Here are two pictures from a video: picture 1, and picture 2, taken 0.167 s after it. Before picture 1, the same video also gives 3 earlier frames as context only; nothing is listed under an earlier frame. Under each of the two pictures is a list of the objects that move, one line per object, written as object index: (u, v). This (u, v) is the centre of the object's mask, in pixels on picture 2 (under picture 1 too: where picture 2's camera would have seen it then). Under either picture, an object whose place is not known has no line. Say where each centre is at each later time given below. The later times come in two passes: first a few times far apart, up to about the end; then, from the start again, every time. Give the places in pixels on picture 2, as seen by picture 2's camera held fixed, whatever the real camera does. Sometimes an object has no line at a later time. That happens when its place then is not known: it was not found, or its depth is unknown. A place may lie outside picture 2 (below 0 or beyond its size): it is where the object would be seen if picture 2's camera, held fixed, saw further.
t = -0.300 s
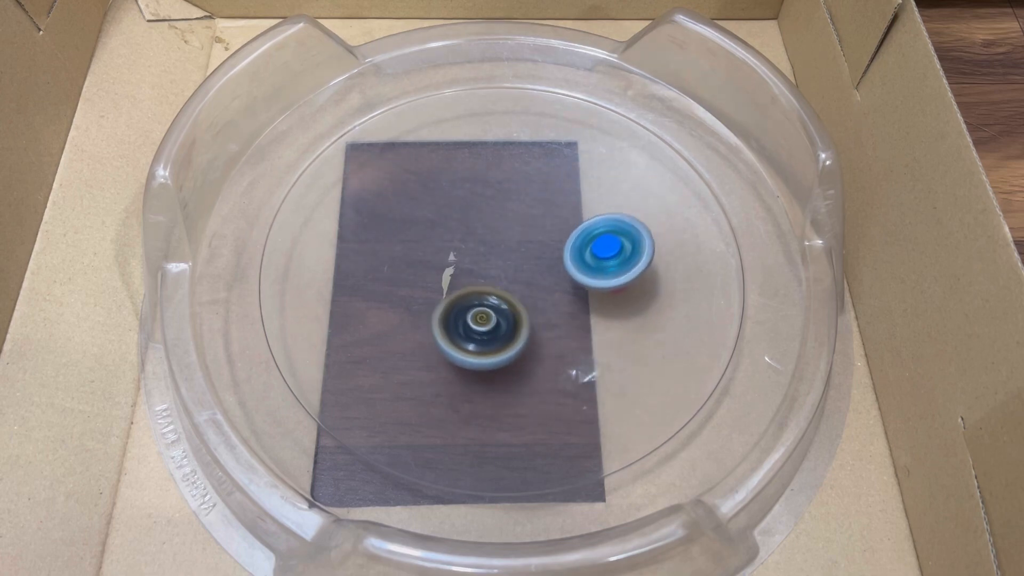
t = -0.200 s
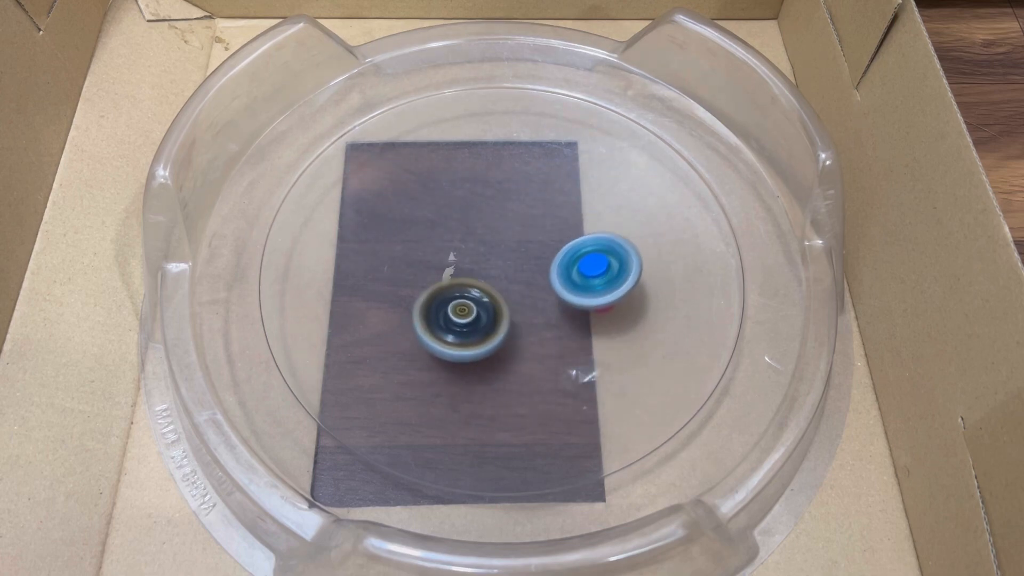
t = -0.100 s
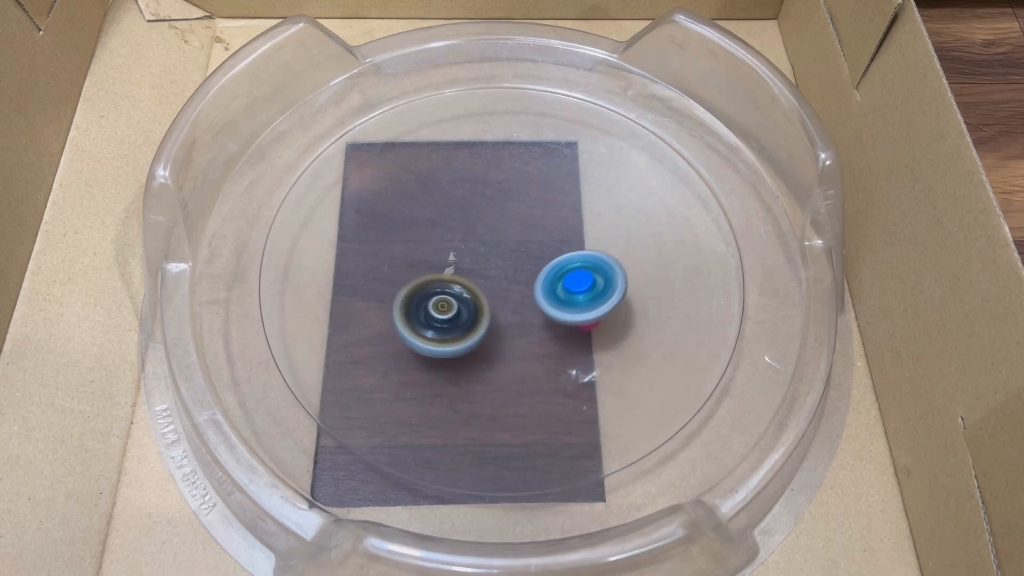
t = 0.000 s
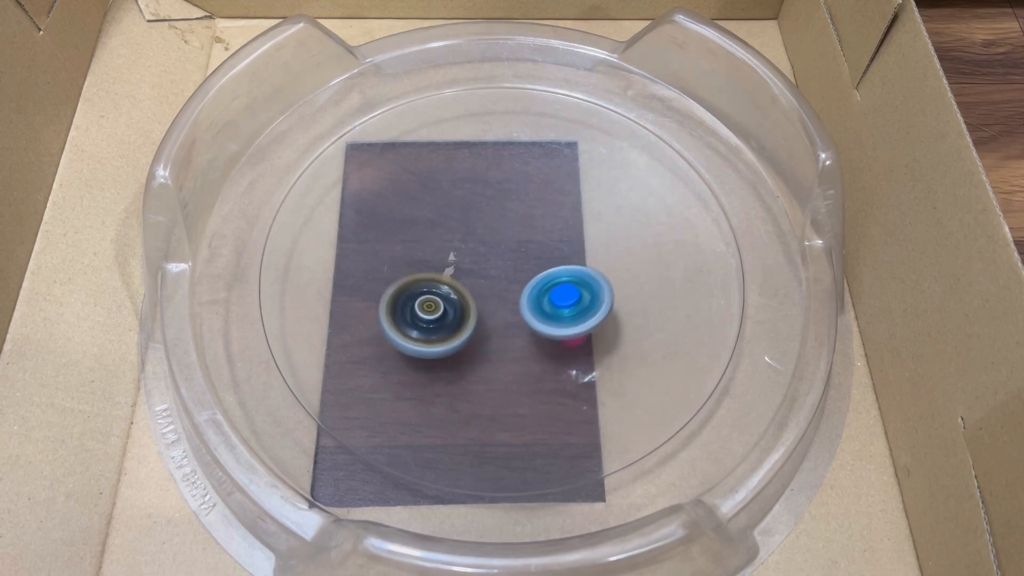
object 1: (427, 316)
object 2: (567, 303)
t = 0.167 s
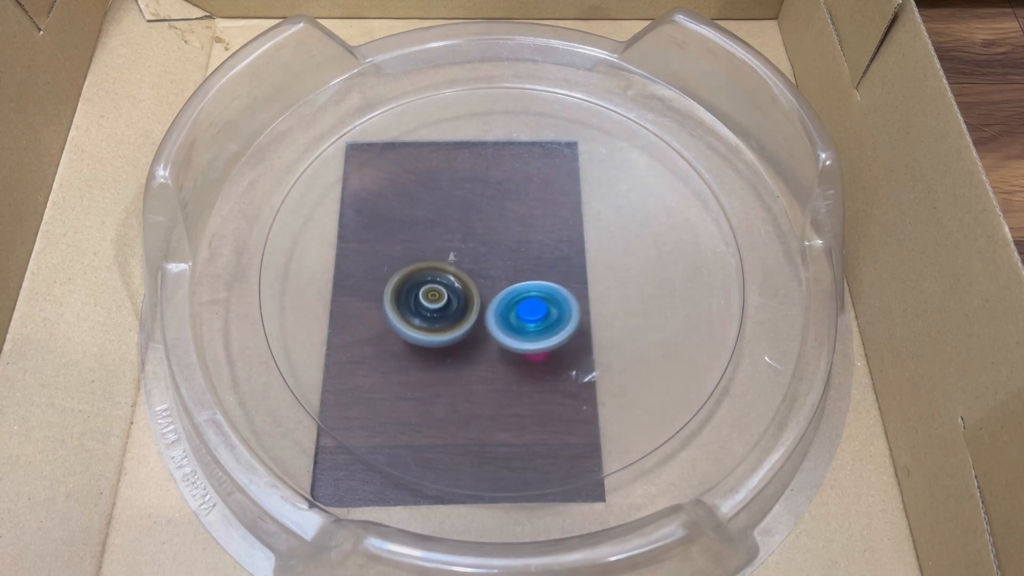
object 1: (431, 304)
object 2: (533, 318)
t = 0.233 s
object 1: (428, 294)
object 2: (517, 322)
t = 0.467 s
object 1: (417, 264)
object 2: (484, 333)
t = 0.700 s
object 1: (435, 242)
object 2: (457, 323)
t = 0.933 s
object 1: (435, 216)
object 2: (443, 293)
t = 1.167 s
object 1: (462, 193)
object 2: (465, 318)
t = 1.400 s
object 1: (482, 186)
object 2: (508, 276)
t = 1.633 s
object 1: (510, 174)
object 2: (528, 235)
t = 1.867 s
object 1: (546, 182)
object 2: (526, 275)
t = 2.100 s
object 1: (587, 205)
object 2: (543, 275)
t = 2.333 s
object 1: (611, 215)
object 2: (543, 276)
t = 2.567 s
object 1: (611, 248)
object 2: (527, 277)
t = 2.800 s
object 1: (592, 300)
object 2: (473, 265)
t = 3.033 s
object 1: (582, 348)
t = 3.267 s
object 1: (566, 355)
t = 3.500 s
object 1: (528, 349)
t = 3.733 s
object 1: (487, 348)
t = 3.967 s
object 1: (450, 338)
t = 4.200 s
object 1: (425, 314)
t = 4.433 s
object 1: (413, 284)
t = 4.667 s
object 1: (413, 251)
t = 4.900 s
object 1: (427, 223)
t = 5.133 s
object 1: (447, 200)
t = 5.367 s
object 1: (474, 184)
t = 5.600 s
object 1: (504, 178)
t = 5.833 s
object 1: (537, 181)
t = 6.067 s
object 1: (570, 197)
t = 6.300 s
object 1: (601, 218)
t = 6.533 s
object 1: (617, 237)
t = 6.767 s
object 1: (611, 268)
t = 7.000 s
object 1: (598, 305)
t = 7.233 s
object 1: (578, 331)
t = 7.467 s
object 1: (546, 342)
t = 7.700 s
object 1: (499, 345)
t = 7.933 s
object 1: (464, 341)
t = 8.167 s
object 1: (444, 320)
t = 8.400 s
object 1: (426, 288)
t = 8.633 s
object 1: (423, 250)
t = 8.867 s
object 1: (429, 220)
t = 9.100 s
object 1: (449, 201)
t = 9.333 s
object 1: (482, 187)
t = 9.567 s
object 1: (516, 182)
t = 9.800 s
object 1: (551, 184)
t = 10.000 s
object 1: (578, 201)
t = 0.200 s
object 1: (430, 299)
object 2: (524, 320)
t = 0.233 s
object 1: (428, 294)
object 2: (517, 322)
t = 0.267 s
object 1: (426, 289)
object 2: (509, 324)
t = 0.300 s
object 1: (424, 284)
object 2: (503, 326)
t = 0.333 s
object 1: (424, 279)
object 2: (501, 328)
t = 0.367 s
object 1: (424, 274)
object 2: (496, 329)
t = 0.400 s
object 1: (422, 271)
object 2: (492, 331)
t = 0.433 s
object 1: (420, 268)
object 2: (487, 332)
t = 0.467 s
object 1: (417, 264)
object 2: (484, 333)
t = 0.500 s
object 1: (418, 262)
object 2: (481, 333)
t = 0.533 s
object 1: (420, 261)
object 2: (476, 333)
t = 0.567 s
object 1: (425, 260)
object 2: (471, 332)
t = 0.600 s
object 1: (428, 256)
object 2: (468, 331)
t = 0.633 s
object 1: (431, 251)
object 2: (465, 330)
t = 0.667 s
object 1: (433, 247)
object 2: (460, 327)
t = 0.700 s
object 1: (435, 242)
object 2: (457, 323)
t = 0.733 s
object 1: (437, 238)
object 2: (454, 320)
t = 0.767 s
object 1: (437, 233)
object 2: (450, 316)
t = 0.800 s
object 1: (437, 230)
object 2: (448, 310)
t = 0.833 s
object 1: (437, 226)
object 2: (445, 306)
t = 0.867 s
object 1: (435, 223)
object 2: (443, 301)
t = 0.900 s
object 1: (435, 219)
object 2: (442, 297)
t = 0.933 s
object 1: (435, 216)
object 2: (443, 293)
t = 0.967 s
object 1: (436, 215)
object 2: (444, 289)
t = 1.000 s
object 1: (439, 213)
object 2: (443, 286)
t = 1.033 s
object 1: (444, 208)
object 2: (442, 300)
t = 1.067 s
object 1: (450, 202)
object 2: (447, 315)
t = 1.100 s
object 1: (455, 198)
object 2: (453, 321)
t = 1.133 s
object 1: (459, 196)
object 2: (459, 320)
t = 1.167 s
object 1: (462, 193)
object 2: (465, 318)
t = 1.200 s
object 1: (465, 190)
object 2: (469, 314)
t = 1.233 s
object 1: (467, 188)
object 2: (476, 308)
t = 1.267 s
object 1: (470, 186)
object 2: (485, 302)
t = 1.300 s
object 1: (472, 185)
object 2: (492, 297)
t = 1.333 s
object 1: (475, 185)
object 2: (496, 291)
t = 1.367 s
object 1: (478, 185)
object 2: (501, 284)
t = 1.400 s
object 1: (482, 186)
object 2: (508, 276)
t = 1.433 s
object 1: (487, 186)
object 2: (511, 270)
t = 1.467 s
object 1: (491, 185)
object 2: (514, 263)
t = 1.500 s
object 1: (496, 183)
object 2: (519, 255)
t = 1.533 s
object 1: (500, 180)
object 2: (522, 248)
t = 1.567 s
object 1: (501, 176)
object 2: (524, 240)
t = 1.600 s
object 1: (505, 174)
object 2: (527, 238)
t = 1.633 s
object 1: (510, 174)
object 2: (528, 235)
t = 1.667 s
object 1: (515, 173)
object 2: (527, 238)
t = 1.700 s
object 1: (520, 171)
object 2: (526, 252)
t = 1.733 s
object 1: (525, 170)
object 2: (527, 262)
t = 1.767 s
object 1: (530, 171)
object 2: (526, 269)
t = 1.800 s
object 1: (536, 174)
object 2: (524, 274)
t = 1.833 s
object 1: (541, 177)
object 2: (525, 275)
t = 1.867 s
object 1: (546, 182)
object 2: (526, 275)
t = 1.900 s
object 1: (550, 186)
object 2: (530, 274)
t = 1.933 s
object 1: (554, 191)
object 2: (535, 276)
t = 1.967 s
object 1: (560, 195)
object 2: (539, 279)
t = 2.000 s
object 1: (566, 198)
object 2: (540, 280)
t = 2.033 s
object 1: (573, 201)
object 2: (540, 279)
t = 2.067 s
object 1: (580, 203)
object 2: (541, 277)
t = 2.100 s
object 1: (587, 205)
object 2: (543, 275)
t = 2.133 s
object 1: (593, 206)
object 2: (544, 275)
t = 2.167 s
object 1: (600, 208)
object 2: (546, 275)
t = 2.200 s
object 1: (604, 209)
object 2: (547, 276)
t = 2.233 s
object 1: (608, 210)
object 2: (547, 277)
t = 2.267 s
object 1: (611, 210)
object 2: (545, 277)
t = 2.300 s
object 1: (612, 212)
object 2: (544, 277)
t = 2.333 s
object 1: (611, 215)
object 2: (543, 276)
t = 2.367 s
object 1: (611, 219)
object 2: (542, 276)
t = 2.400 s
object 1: (610, 223)
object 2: (542, 276)
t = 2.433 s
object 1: (610, 228)
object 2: (542, 276)
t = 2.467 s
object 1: (610, 233)
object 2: (540, 276)
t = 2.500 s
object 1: (611, 237)
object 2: (535, 277)
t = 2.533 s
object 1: (611, 242)
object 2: (530, 277)
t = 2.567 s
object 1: (611, 248)
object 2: (527, 277)
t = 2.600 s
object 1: (611, 254)
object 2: (526, 277)
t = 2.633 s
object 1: (611, 258)
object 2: (516, 273)
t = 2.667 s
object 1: (608, 265)
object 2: (506, 273)
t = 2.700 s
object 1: (603, 273)
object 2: (493, 273)
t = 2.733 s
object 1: (599, 283)
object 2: (483, 271)
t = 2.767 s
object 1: (596, 291)
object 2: (477, 266)
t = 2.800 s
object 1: (592, 300)
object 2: (473, 265)
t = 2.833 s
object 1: (590, 309)
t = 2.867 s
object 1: (587, 317)
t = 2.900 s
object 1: (586, 325)
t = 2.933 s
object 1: (586, 332)
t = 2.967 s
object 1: (585, 338)
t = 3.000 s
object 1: (583, 344)
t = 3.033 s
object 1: (582, 348)
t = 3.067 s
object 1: (581, 352)
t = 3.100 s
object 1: (580, 355)
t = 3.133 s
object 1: (579, 356)
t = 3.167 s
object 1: (576, 356)
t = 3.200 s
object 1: (573, 356)
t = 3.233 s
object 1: (570, 356)
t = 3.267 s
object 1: (566, 355)
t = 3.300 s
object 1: (562, 355)
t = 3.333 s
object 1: (558, 355)
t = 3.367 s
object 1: (553, 354)
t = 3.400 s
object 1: (548, 353)
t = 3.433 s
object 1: (543, 352)
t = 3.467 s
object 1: (535, 350)
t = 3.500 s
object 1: (528, 349)
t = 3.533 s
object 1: (521, 347)
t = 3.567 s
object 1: (514, 346)
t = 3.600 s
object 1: (507, 345)
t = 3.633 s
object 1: (503, 348)
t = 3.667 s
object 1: (498, 350)
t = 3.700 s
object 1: (492, 350)
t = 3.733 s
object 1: (487, 348)
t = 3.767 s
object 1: (481, 347)
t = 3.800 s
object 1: (474, 346)
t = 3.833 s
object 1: (468, 345)
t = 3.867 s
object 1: (463, 344)
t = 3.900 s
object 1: (459, 342)
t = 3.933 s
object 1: (454, 341)
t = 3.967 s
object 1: (450, 338)
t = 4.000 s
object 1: (446, 335)
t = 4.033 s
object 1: (441, 332)
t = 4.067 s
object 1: (437, 328)
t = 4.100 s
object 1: (433, 325)
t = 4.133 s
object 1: (430, 322)
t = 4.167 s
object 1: (427, 318)
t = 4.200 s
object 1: (425, 314)
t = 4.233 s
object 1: (423, 310)
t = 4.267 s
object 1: (421, 306)
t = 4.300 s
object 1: (418, 302)
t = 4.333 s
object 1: (416, 298)
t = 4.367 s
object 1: (415, 293)
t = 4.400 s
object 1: (414, 288)
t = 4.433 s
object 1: (413, 284)
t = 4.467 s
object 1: (412, 279)
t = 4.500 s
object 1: (411, 274)
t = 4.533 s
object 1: (411, 270)
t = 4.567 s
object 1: (411, 265)
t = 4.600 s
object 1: (411, 260)
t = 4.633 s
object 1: (412, 256)
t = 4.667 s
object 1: (413, 251)
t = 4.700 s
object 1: (413, 247)
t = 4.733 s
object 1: (415, 243)
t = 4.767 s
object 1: (417, 239)
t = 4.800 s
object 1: (419, 235)
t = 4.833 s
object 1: (422, 231)
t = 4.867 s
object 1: (424, 227)
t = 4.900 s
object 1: (427, 223)
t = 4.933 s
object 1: (428, 219)
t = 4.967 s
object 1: (430, 215)
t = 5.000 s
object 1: (432, 211)
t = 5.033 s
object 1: (436, 209)
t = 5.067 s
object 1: (440, 206)
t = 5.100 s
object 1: (444, 203)
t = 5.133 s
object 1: (447, 200)
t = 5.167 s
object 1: (450, 197)
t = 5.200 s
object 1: (453, 194)
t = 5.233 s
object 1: (457, 192)
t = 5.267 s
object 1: (461, 190)
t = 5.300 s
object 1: (465, 188)
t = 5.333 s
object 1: (470, 186)
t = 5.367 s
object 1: (474, 184)
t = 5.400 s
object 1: (478, 183)
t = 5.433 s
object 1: (481, 182)
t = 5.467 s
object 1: (485, 181)
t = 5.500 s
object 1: (490, 180)
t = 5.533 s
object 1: (495, 179)
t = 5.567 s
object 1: (500, 178)
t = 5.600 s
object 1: (504, 178)
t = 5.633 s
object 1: (508, 177)
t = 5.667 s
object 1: (513, 178)
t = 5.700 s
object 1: (518, 178)
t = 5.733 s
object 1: (522, 179)
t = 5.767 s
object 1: (527, 180)
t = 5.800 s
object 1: (532, 181)
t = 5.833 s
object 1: (537, 181)
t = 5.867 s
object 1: (541, 183)
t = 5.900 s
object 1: (546, 185)
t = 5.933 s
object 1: (551, 188)
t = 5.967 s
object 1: (556, 190)
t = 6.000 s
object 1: (561, 192)
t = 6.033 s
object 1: (566, 194)
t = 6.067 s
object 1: (570, 197)
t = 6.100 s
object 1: (574, 200)
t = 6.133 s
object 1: (579, 204)
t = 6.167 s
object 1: (584, 207)
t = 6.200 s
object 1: (588, 210)
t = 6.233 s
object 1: (593, 213)
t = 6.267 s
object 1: (597, 216)
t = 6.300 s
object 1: (601, 218)
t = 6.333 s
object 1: (605, 221)
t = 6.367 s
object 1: (608, 224)
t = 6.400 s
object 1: (611, 226)
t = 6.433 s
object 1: (613, 229)
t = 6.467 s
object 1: (616, 231)
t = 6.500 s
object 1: (617, 234)
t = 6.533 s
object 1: (617, 237)
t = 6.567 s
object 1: (617, 241)
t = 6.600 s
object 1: (617, 245)
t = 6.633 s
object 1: (617, 249)
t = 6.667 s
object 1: (616, 253)
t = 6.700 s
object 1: (615, 257)
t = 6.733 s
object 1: (613, 262)
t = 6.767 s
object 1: (611, 268)
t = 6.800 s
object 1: (609, 273)
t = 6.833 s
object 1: (608, 279)
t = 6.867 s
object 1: (606, 284)
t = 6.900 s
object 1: (604, 290)
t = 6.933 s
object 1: (603, 295)
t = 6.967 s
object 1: (600, 300)
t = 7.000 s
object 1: (598, 305)
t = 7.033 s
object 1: (595, 310)
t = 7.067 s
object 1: (593, 314)
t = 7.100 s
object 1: (591, 318)
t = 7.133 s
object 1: (589, 322)
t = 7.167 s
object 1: (585, 325)
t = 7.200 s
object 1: (582, 328)
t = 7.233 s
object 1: (578, 331)
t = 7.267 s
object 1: (575, 334)
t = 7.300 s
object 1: (572, 336)
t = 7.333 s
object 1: (567, 337)
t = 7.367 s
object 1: (562, 338)
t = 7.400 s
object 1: (556, 339)
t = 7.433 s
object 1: (551, 340)
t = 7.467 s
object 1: (546, 342)
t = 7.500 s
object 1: (541, 342)
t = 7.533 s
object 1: (534, 342)
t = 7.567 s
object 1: (528, 341)
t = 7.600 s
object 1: (521, 340)
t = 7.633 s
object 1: (514, 340)
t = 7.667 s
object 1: (507, 343)
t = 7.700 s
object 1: (499, 345)
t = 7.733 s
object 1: (492, 345)
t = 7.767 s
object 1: (486, 345)
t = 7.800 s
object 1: (481, 345)
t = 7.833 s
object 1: (476, 344)
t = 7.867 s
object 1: (471, 344)
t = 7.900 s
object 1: (468, 343)
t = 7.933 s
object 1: (464, 341)
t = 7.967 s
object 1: (461, 340)
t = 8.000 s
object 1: (458, 337)
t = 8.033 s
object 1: (454, 335)
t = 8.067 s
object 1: (452, 332)
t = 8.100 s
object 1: (449, 328)
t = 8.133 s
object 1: (447, 324)
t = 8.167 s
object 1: (444, 320)
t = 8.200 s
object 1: (441, 316)
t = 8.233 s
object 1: (438, 311)
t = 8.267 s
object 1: (435, 306)
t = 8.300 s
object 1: (432, 302)
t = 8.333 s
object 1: (430, 297)
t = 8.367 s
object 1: (428, 291)
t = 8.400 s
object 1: (426, 288)
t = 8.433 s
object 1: (425, 283)
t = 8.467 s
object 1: (424, 277)
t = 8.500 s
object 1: (423, 272)
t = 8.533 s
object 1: (423, 267)
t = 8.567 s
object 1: (423, 261)
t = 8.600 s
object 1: (423, 256)
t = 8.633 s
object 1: (423, 250)
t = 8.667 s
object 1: (423, 246)
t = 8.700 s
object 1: (423, 241)
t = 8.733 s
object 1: (424, 236)
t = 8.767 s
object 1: (425, 232)
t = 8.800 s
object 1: (426, 228)
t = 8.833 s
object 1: (427, 224)
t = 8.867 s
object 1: (429, 220)
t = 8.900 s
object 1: (431, 217)
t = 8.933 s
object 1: (433, 214)
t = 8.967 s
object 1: (436, 211)
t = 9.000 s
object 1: (439, 208)
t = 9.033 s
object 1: (442, 206)
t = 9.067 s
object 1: (446, 203)
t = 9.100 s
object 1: (449, 201)
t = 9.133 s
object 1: (453, 199)
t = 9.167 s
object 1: (457, 197)
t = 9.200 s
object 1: (462, 194)
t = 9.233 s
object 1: (468, 192)
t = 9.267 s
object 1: (474, 191)
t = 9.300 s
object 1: (478, 189)
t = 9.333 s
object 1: (482, 187)
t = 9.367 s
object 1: (487, 186)
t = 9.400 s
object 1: (492, 185)
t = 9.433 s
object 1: (497, 185)
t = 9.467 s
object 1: (502, 183)
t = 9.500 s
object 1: (507, 182)
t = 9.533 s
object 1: (511, 182)
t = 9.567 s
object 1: (516, 182)
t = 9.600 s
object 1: (521, 183)
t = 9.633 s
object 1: (526, 183)
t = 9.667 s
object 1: (530, 182)
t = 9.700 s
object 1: (536, 182)
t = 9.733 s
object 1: (540, 183)
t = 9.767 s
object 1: (545, 183)
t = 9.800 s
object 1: (551, 184)
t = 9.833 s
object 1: (556, 187)
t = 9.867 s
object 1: (560, 189)
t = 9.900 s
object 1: (565, 192)
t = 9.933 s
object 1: (570, 194)
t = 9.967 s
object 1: (574, 198)
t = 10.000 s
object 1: (578, 201)
